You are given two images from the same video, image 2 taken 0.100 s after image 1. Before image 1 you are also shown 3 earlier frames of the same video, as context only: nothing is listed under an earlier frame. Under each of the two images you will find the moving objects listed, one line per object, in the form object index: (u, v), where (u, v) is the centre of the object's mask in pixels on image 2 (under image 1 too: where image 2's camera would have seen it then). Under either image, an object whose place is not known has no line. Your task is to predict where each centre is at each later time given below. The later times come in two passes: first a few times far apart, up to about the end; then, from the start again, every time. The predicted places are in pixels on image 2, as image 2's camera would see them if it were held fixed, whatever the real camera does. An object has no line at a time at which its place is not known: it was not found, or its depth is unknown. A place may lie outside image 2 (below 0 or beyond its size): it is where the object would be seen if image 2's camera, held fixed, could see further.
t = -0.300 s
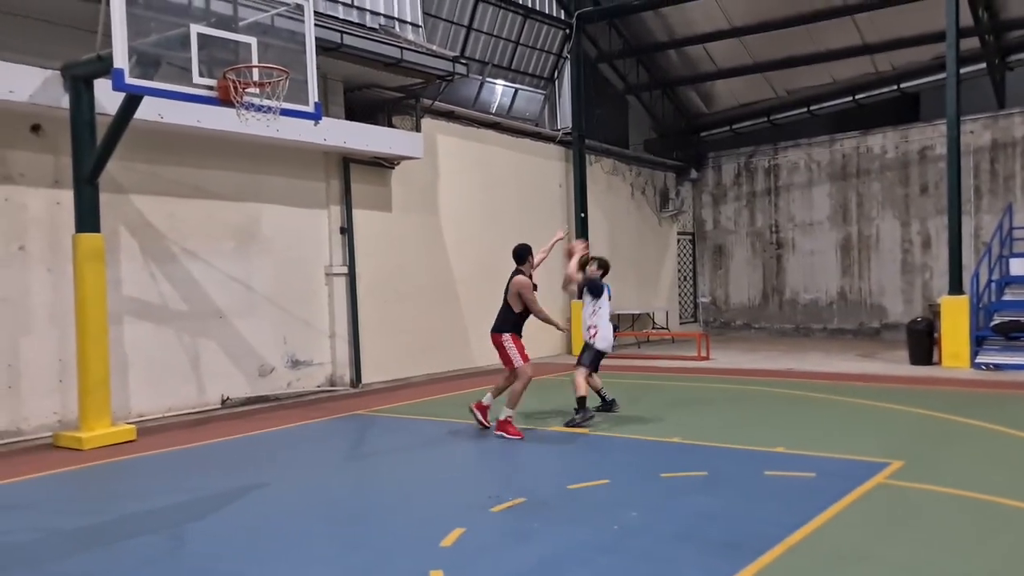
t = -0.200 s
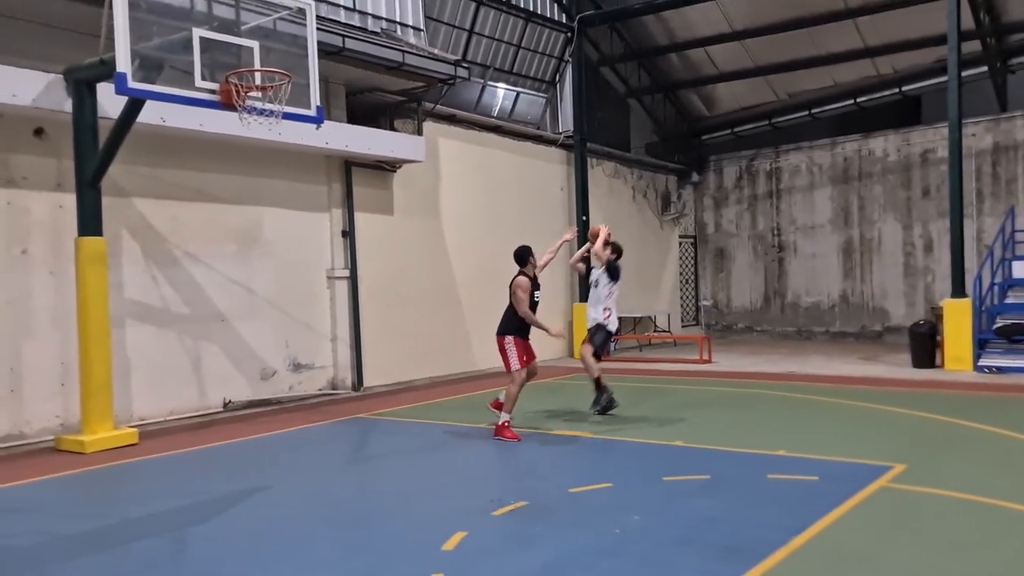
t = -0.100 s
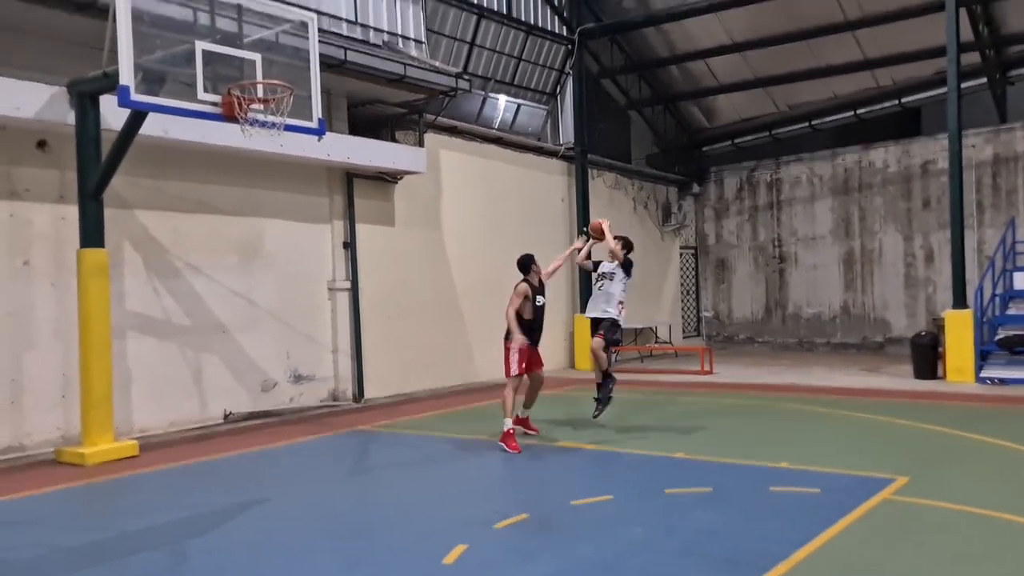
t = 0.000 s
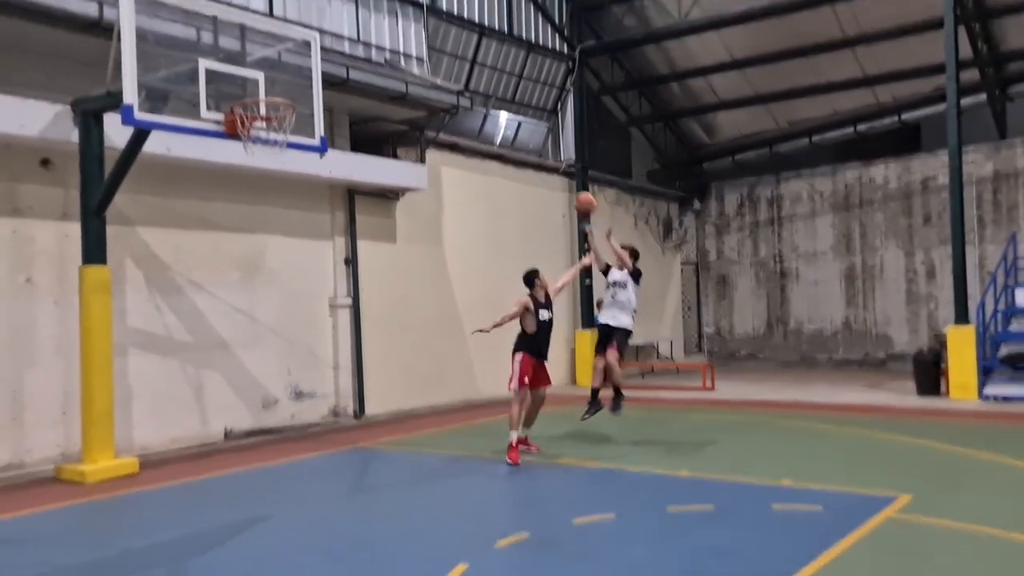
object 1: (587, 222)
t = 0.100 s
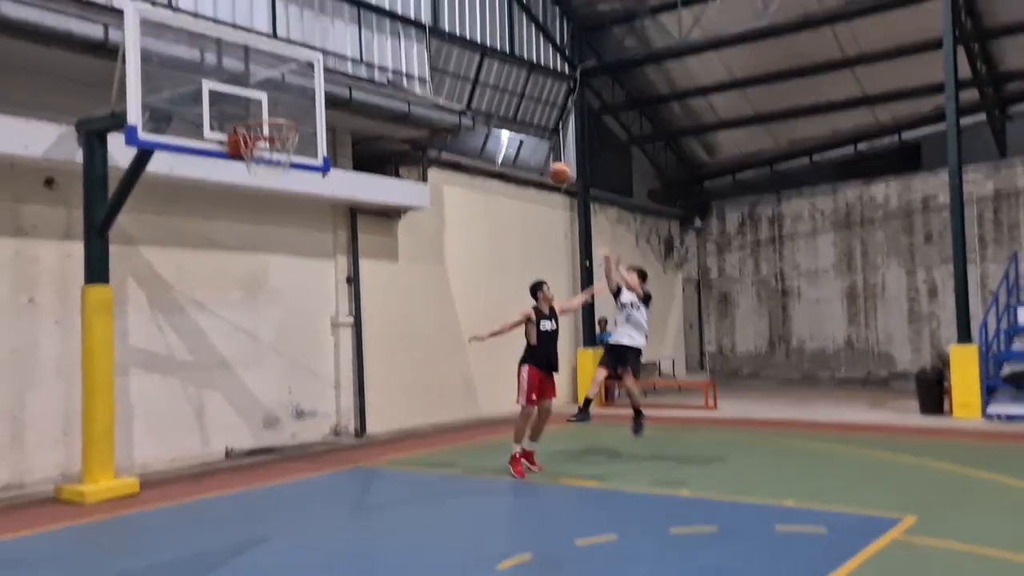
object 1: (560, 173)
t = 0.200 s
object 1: (534, 131)
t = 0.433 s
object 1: (465, 64)
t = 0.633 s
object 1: (402, 48)
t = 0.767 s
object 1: (358, 60)
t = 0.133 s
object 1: (551, 158)
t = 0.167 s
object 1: (542, 145)
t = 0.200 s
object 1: (534, 131)
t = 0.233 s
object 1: (524, 119)
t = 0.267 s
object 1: (513, 107)
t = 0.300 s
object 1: (504, 97)
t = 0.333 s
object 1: (495, 87)
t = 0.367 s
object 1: (485, 79)
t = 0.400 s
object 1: (475, 71)
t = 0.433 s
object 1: (465, 64)
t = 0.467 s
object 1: (455, 59)
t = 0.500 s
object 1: (444, 54)
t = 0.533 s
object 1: (434, 51)
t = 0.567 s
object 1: (424, 49)
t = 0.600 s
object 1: (413, 48)
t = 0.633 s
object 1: (402, 48)
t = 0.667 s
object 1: (392, 49)
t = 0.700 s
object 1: (380, 52)
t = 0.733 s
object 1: (369, 56)
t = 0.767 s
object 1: (358, 60)
